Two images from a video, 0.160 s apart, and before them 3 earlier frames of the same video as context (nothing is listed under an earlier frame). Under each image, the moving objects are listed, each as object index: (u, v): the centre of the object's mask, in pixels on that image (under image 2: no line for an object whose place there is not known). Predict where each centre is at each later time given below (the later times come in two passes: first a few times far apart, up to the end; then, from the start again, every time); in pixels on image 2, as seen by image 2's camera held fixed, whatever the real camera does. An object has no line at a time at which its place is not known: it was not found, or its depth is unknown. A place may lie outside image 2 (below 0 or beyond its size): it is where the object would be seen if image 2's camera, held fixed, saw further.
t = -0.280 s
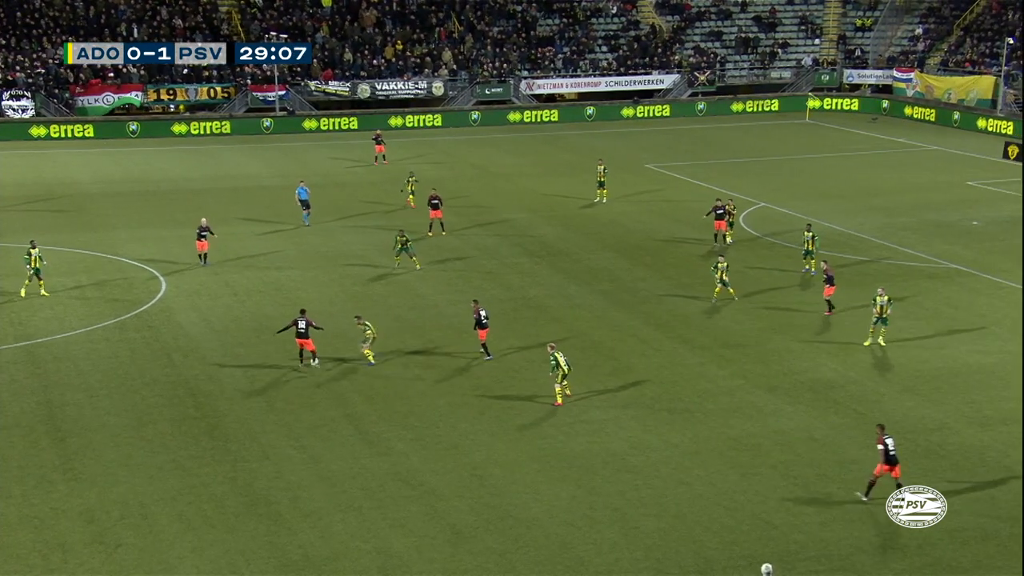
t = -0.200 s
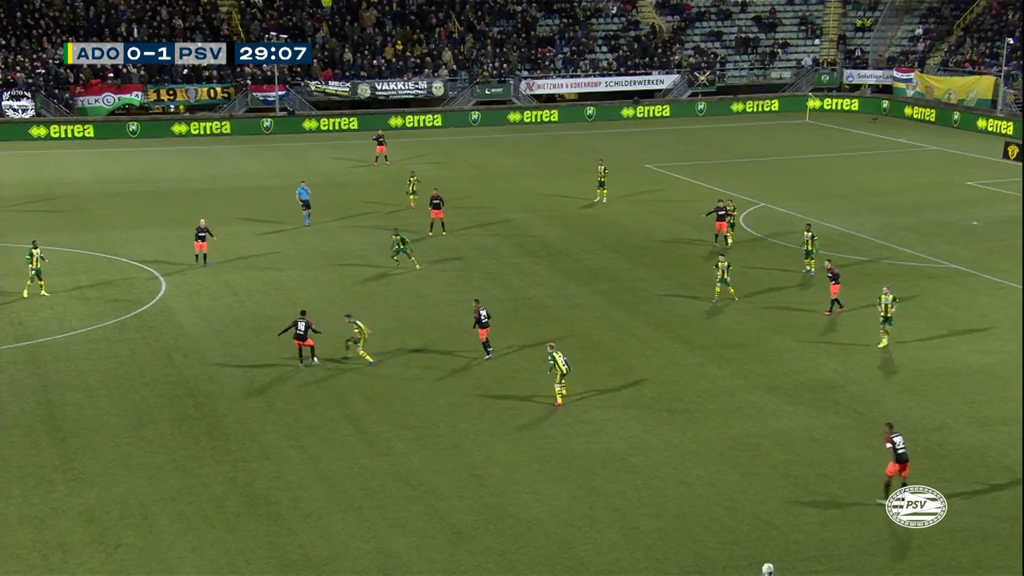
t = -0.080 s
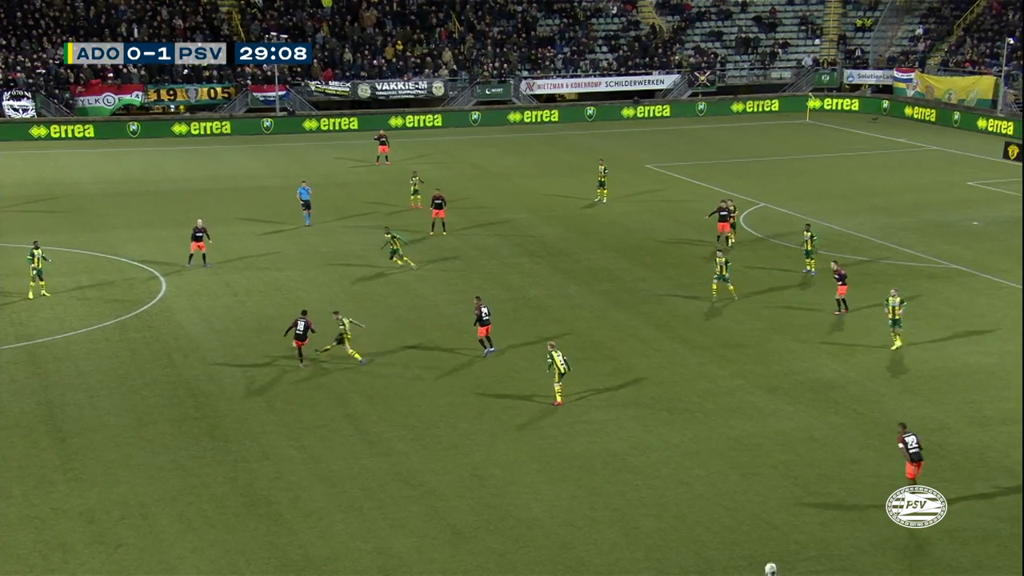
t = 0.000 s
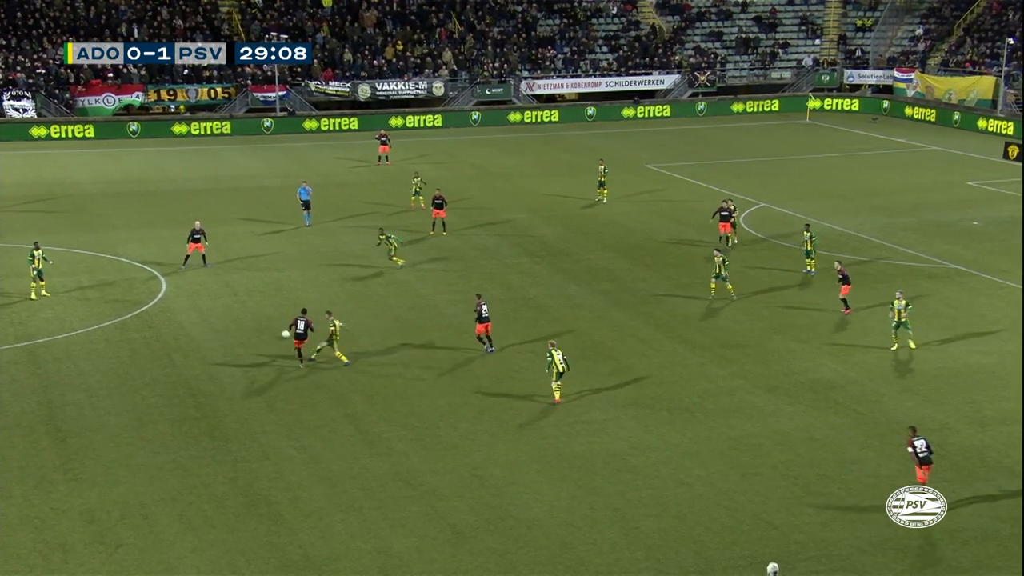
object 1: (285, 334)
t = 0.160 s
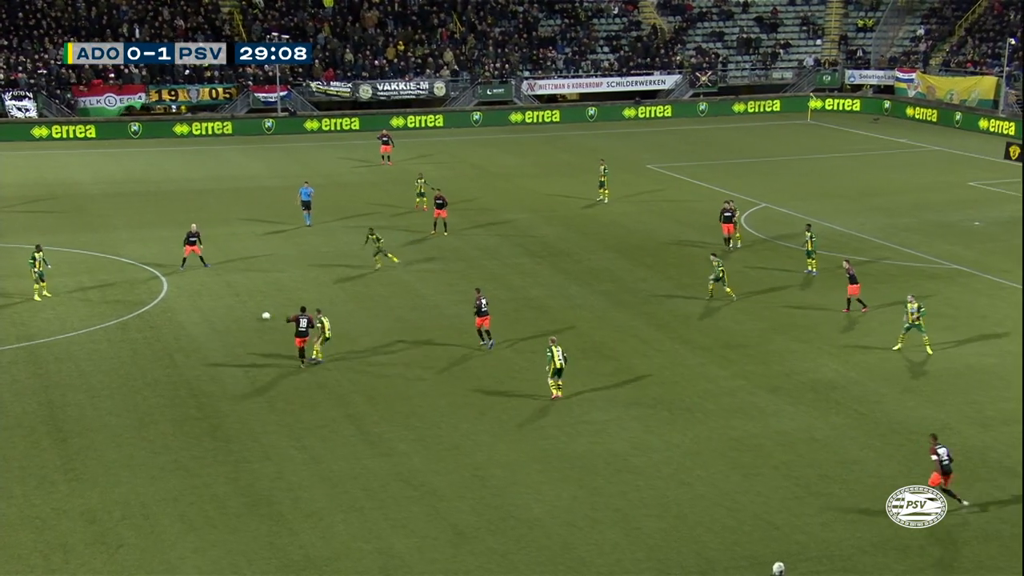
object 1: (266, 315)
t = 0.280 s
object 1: (252, 304)
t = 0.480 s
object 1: (231, 287)
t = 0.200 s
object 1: (261, 311)
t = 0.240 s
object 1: (256, 308)
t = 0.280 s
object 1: (252, 304)
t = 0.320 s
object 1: (248, 300)
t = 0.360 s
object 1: (243, 297)
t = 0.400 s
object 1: (239, 293)
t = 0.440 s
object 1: (235, 290)
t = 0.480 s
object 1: (231, 287)
